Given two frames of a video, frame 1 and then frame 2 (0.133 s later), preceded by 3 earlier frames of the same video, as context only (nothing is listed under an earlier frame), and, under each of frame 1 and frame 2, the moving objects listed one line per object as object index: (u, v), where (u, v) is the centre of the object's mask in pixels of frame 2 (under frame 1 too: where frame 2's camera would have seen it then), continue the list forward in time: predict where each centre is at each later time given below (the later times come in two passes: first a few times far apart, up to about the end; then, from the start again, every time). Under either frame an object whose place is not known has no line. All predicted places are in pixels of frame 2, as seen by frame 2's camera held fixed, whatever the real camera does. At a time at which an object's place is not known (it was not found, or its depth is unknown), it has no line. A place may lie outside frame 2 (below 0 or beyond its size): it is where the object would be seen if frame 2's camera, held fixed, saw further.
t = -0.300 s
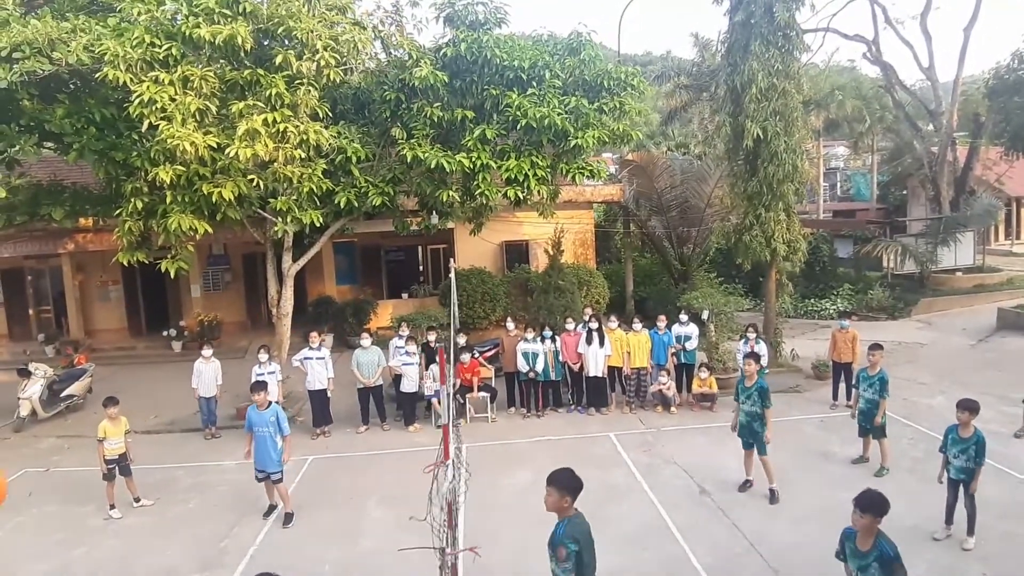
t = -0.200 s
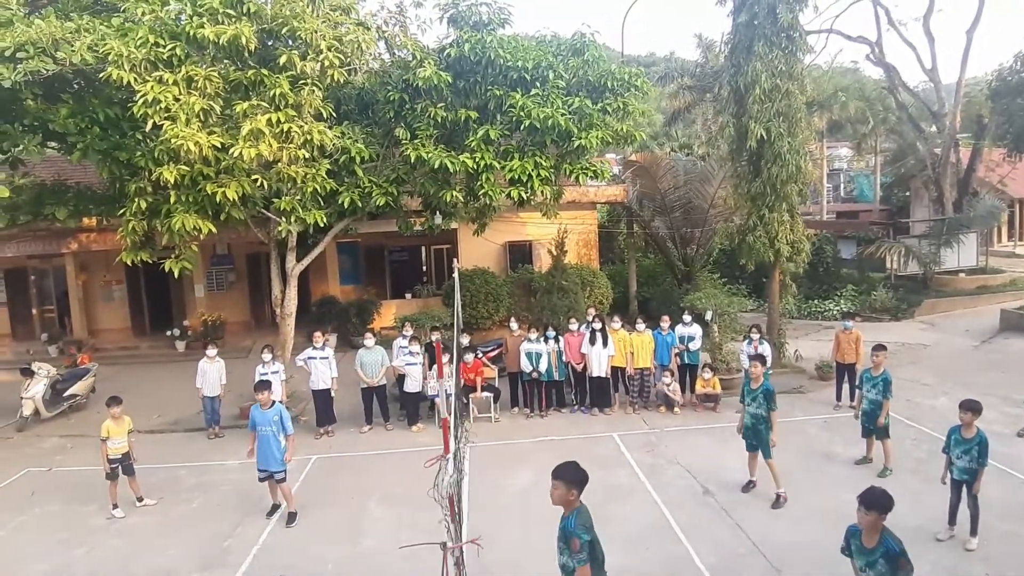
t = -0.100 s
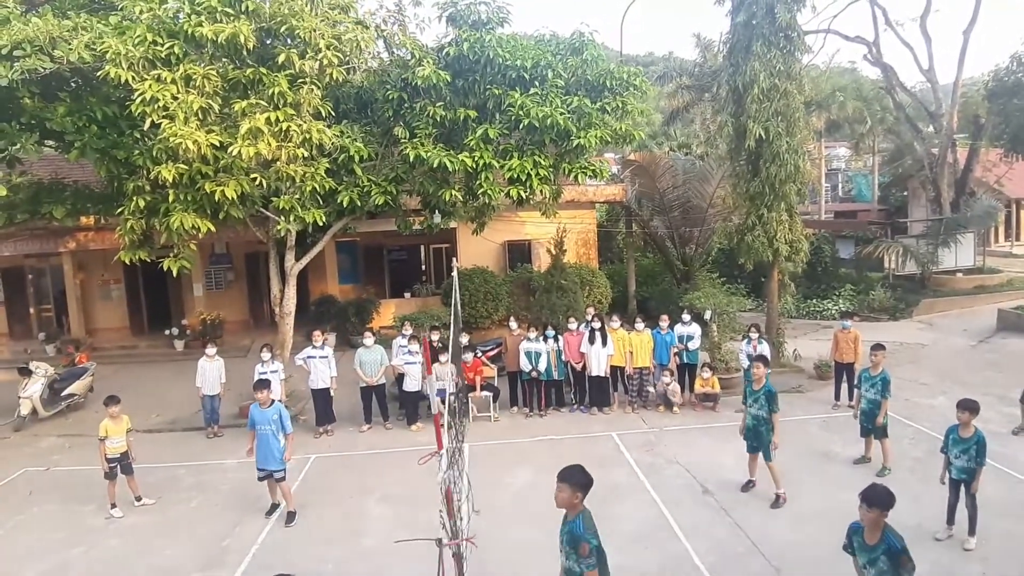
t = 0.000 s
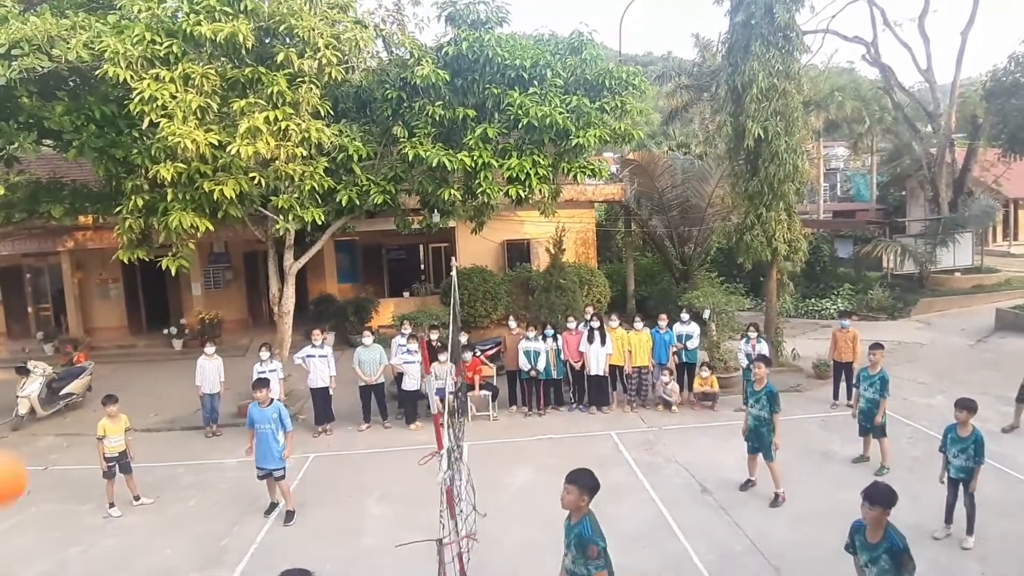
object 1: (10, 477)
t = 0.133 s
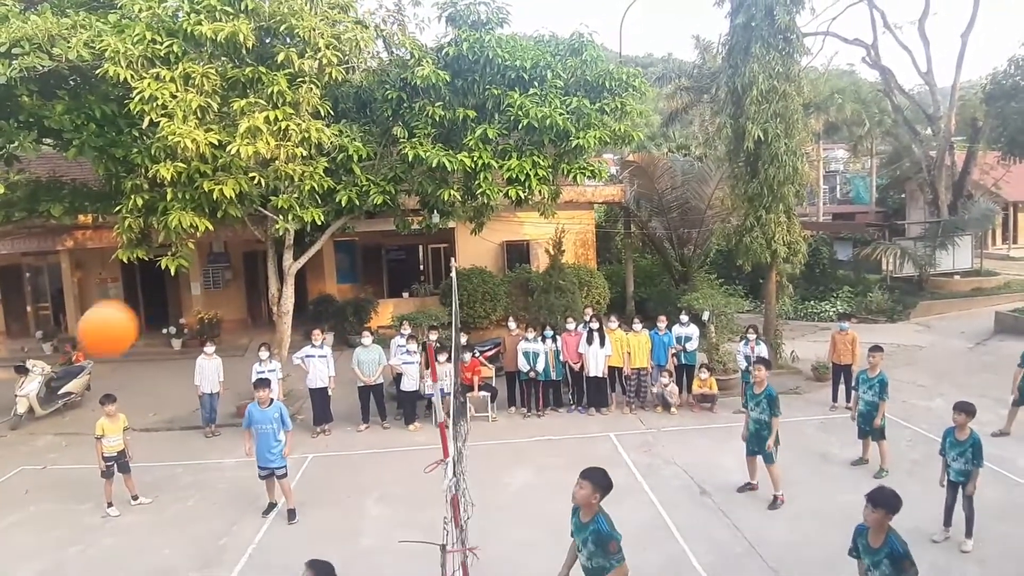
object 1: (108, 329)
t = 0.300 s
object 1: (253, 205)
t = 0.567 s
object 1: (458, 133)
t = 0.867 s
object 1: (624, 198)
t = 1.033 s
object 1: (693, 279)
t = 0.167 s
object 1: (137, 298)
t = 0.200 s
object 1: (166, 271)
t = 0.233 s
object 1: (196, 246)
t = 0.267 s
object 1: (225, 224)
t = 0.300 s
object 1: (253, 205)
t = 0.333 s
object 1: (282, 188)
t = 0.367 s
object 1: (309, 173)
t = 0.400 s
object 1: (336, 161)
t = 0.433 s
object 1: (361, 151)
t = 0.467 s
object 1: (389, 144)
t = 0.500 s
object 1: (411, 138)
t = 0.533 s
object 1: (434, 134)
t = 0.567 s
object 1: (458, 133)
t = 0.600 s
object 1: (477, 133)
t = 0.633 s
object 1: (500, 136)
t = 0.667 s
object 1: (522, 139)
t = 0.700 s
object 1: (539, 146)
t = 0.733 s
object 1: (560, 152)
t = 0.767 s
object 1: (575, 162)
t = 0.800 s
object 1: (592, 172)
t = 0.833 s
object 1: (608, 185)
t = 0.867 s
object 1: (624, 198)
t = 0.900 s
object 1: (636, 213)
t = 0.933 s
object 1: (654, 228)
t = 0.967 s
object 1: (666, 244)
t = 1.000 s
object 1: (680, 261)
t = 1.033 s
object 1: (693, 279)
